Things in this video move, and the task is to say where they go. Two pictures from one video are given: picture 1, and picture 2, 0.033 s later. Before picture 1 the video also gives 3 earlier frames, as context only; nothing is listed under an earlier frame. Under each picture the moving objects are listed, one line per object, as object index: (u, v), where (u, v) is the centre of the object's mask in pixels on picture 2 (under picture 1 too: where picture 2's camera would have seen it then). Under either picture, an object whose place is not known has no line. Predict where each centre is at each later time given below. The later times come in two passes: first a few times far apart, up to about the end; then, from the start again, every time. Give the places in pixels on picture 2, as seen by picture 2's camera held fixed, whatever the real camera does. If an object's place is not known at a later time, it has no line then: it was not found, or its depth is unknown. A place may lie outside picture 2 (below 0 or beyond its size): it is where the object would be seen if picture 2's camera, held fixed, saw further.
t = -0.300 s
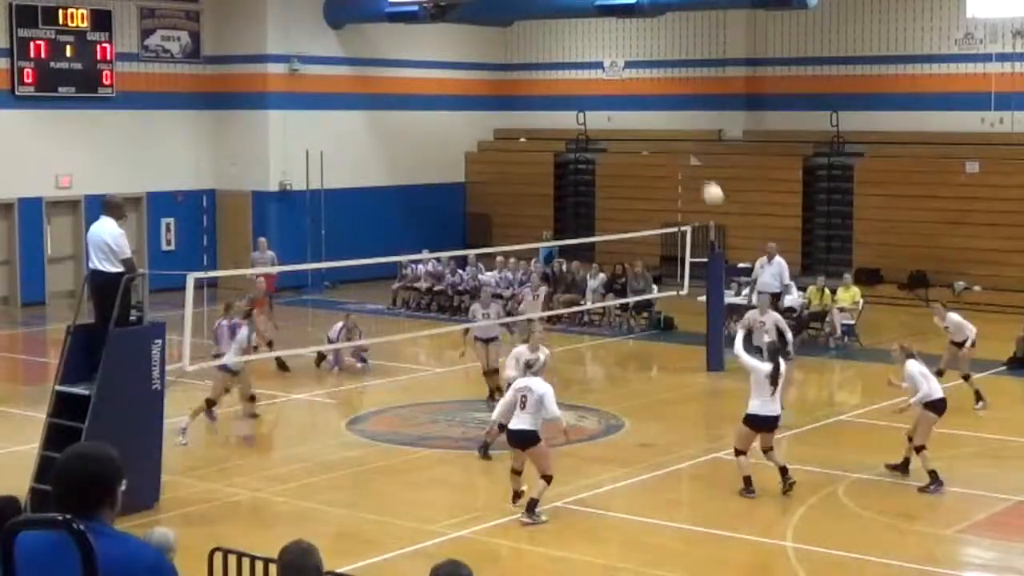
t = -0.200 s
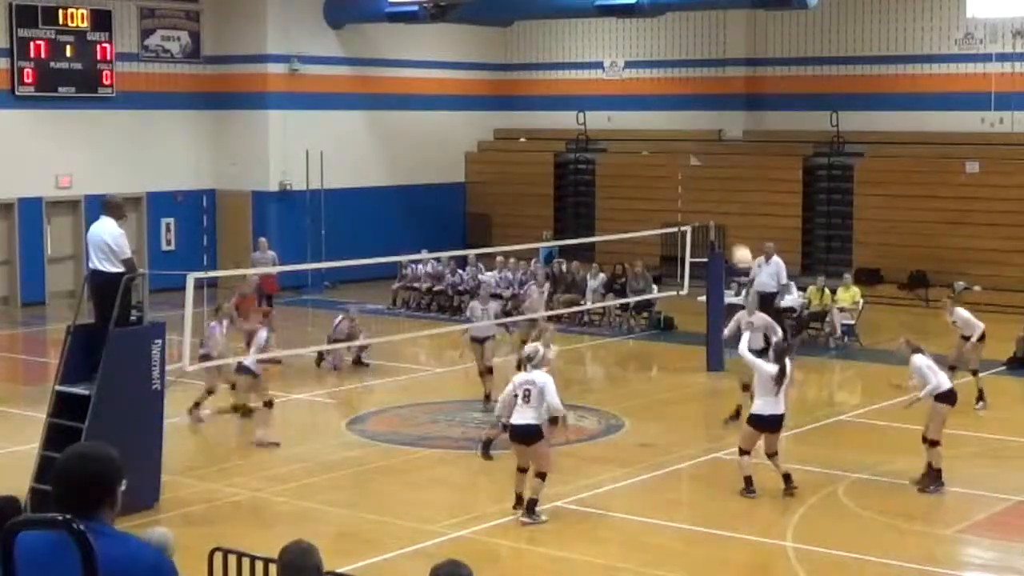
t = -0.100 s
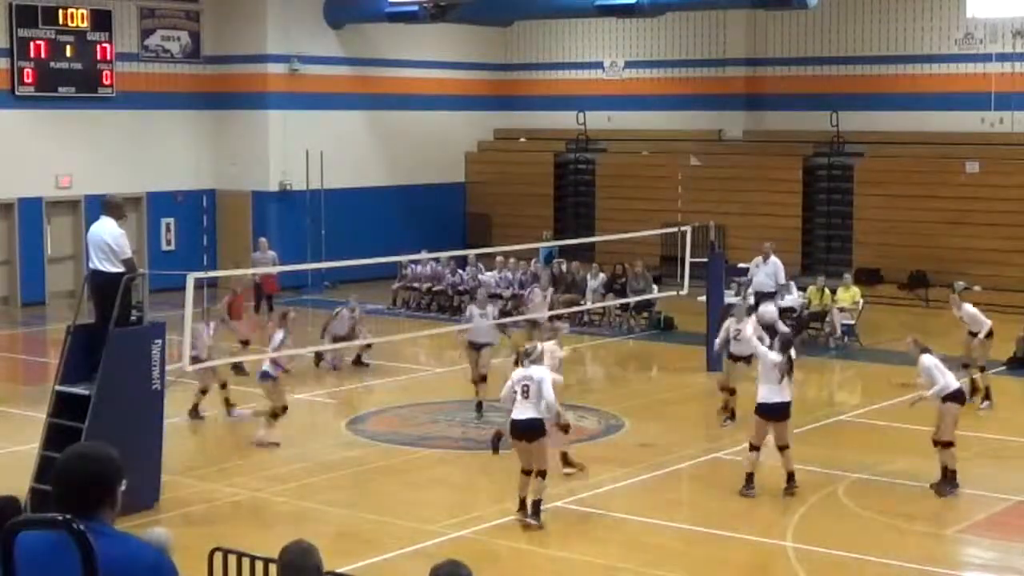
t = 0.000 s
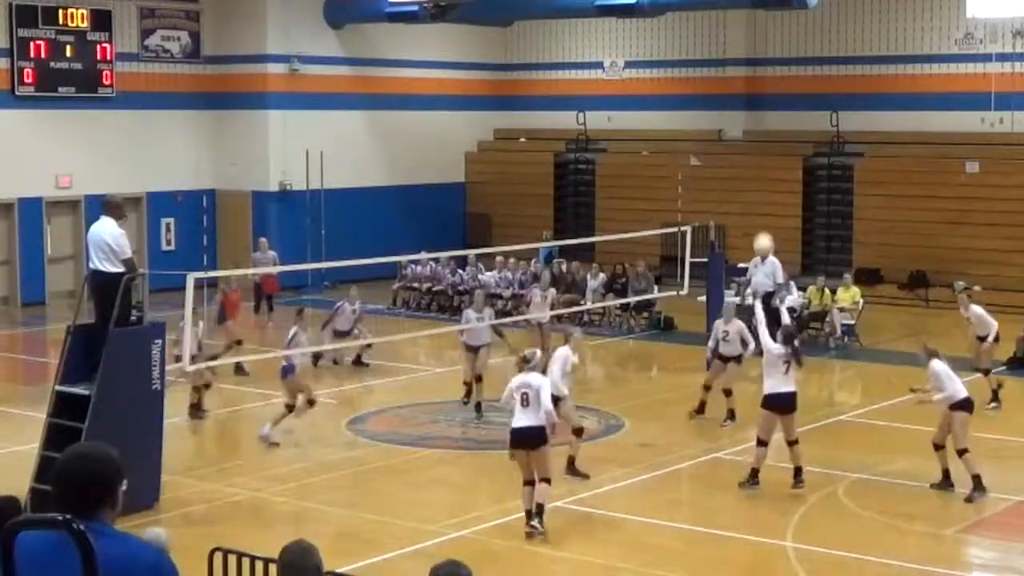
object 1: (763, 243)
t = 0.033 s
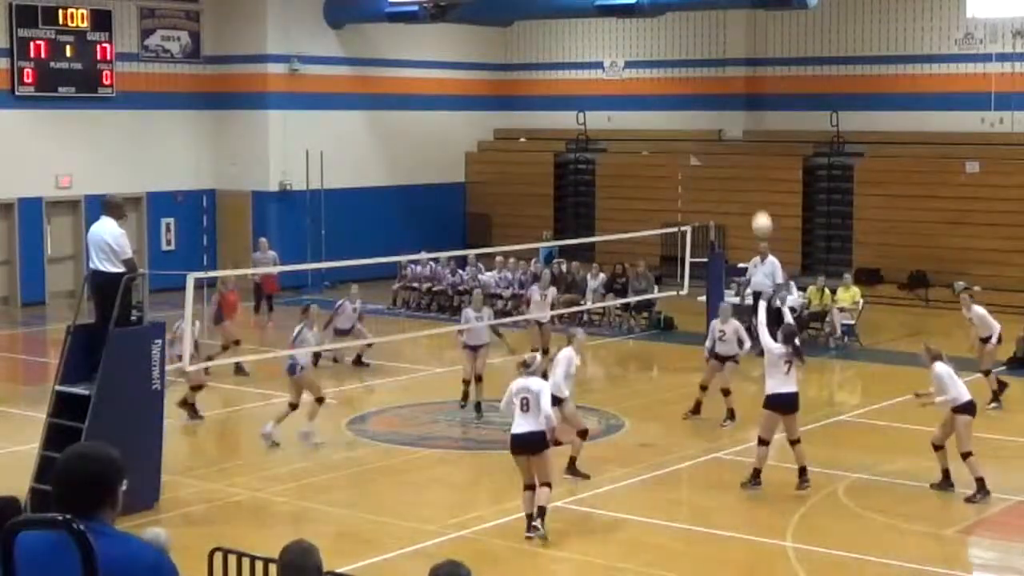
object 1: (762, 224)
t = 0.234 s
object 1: (751, 124)
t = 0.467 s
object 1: (737, 60)
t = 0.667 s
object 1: (727, 44)
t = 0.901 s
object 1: (714, 69)
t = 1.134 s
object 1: (702, 135)
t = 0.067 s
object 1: (760, 204)
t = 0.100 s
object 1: (758, 185)
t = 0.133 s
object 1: (756, 168)
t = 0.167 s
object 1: (754, 152)
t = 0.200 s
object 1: (752, 137)
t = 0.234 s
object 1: (751, 124)
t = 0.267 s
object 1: (748, 110)
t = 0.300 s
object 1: (747, 100)
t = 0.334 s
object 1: (745, 90)
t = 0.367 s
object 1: (743, 80)
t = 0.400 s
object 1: (741, 73)
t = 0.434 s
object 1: (739, 64)
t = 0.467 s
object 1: (737, 60)
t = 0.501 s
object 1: (735, 54)
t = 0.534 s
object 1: (733, 51)
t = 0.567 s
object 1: (732, 47)
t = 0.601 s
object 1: (730, 46)
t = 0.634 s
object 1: (730, 46)
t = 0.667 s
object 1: (727, 44)
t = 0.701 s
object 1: (725, 45)
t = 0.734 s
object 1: (723, 47)
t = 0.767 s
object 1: (722, 49)
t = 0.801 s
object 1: (719, 53)
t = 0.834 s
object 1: (718, 57)
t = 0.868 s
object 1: (716, 63)
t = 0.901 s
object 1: (714, 69)
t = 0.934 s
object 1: (713, 77)
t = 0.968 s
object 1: (711, 84)
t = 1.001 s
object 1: (709, 93)
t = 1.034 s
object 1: (707, 102)
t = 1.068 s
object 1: (706, 108)
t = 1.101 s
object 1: (704, 123)
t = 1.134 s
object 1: (702, 135)
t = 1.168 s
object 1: (701, 147)
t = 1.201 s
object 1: (698, 162)
